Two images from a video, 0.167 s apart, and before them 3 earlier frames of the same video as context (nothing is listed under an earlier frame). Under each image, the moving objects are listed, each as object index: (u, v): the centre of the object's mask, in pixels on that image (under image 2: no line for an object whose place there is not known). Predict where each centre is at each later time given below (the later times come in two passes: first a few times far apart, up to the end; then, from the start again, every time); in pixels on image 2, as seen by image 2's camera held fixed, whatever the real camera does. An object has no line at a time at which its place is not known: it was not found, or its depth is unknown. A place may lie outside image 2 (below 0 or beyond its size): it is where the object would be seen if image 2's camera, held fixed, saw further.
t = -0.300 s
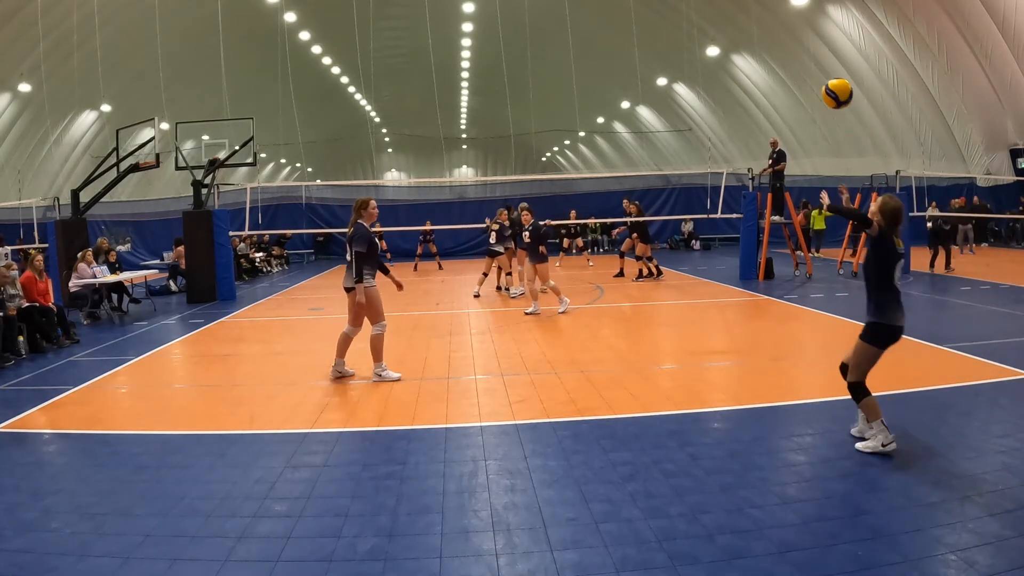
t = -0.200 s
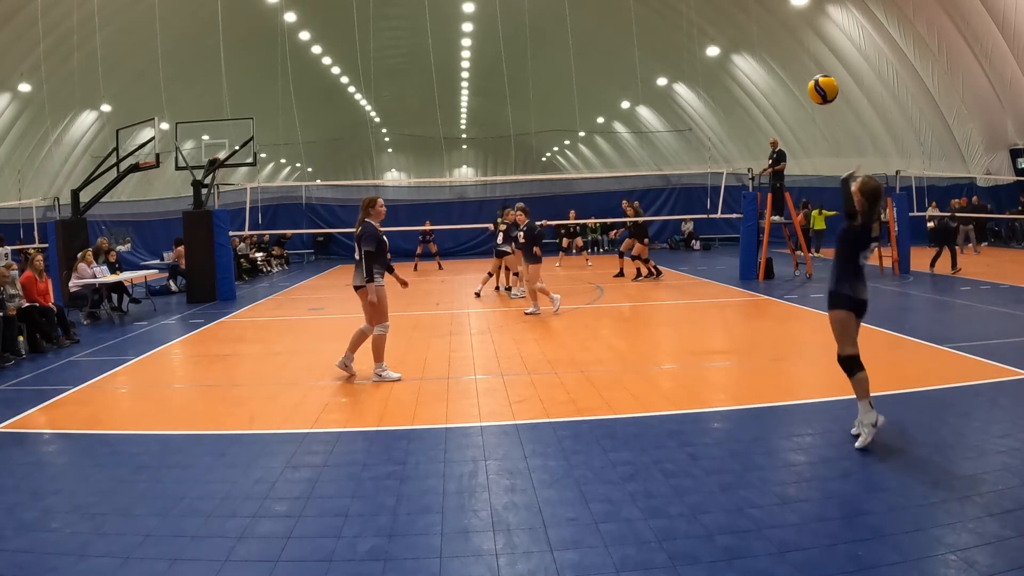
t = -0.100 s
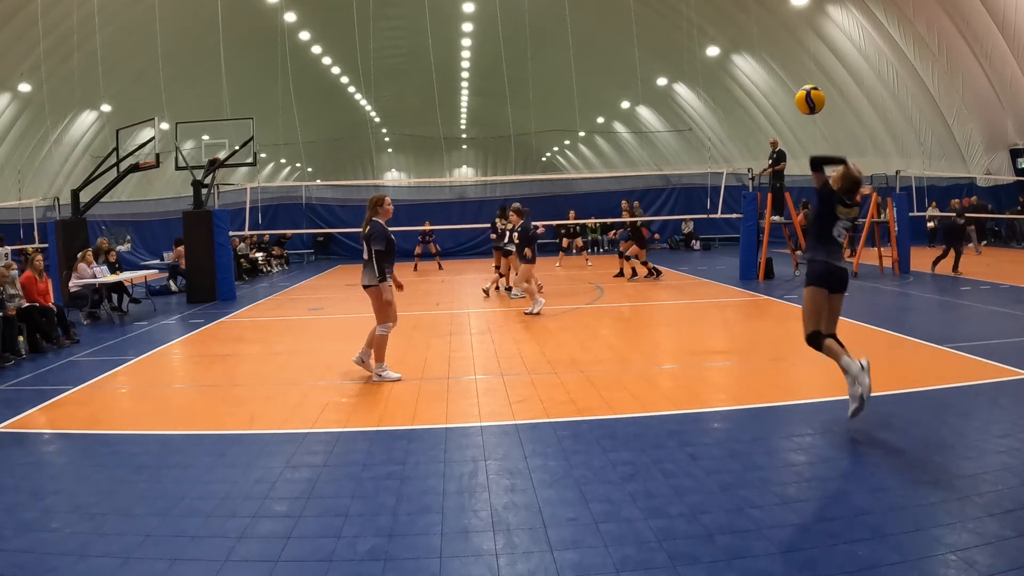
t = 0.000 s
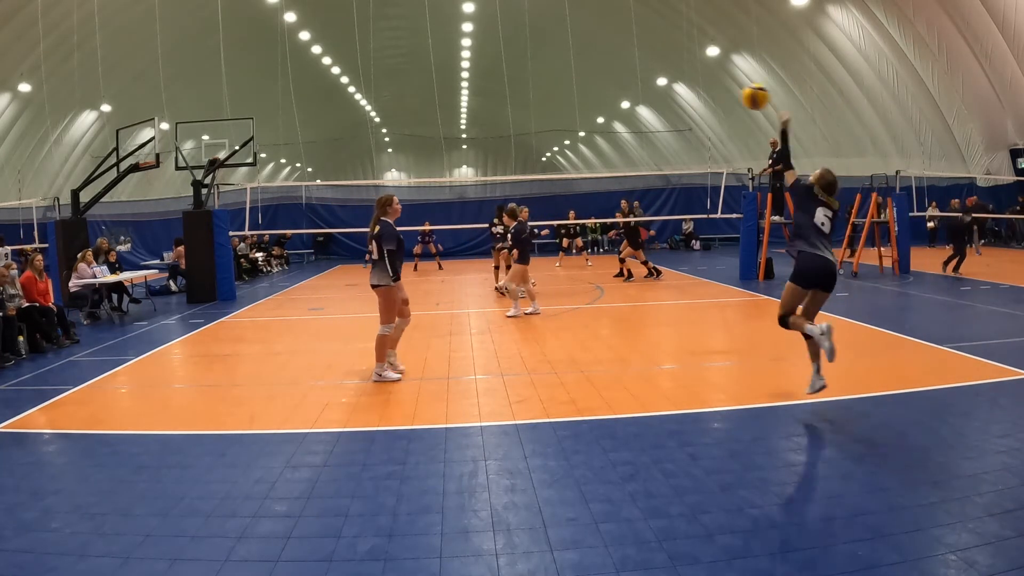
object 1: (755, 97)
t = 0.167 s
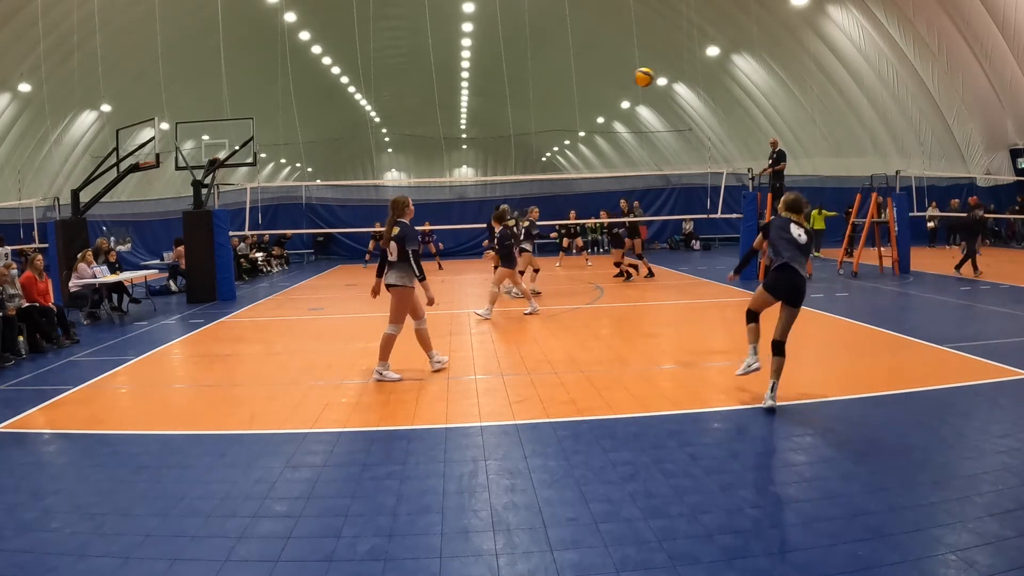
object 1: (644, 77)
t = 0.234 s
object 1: (618, 79)
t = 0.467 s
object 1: (559, 110)
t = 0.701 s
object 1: (529, 153)
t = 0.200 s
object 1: (630, 78)
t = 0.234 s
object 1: (618, 79)
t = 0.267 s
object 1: (606, 82)
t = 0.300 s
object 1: (597, 85)
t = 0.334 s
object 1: (588, 89)
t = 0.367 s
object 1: (579, 93)
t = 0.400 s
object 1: (572, 99)
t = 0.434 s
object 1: (565, 104)
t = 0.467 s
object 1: (559, 110)
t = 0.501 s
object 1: (553, 115)
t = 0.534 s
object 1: (548, 121)
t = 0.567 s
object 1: (543, 127)
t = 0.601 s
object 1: (539, 133)
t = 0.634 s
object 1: (535, 139)
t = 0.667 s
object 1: (532, 146)
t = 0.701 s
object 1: (529, 153)
